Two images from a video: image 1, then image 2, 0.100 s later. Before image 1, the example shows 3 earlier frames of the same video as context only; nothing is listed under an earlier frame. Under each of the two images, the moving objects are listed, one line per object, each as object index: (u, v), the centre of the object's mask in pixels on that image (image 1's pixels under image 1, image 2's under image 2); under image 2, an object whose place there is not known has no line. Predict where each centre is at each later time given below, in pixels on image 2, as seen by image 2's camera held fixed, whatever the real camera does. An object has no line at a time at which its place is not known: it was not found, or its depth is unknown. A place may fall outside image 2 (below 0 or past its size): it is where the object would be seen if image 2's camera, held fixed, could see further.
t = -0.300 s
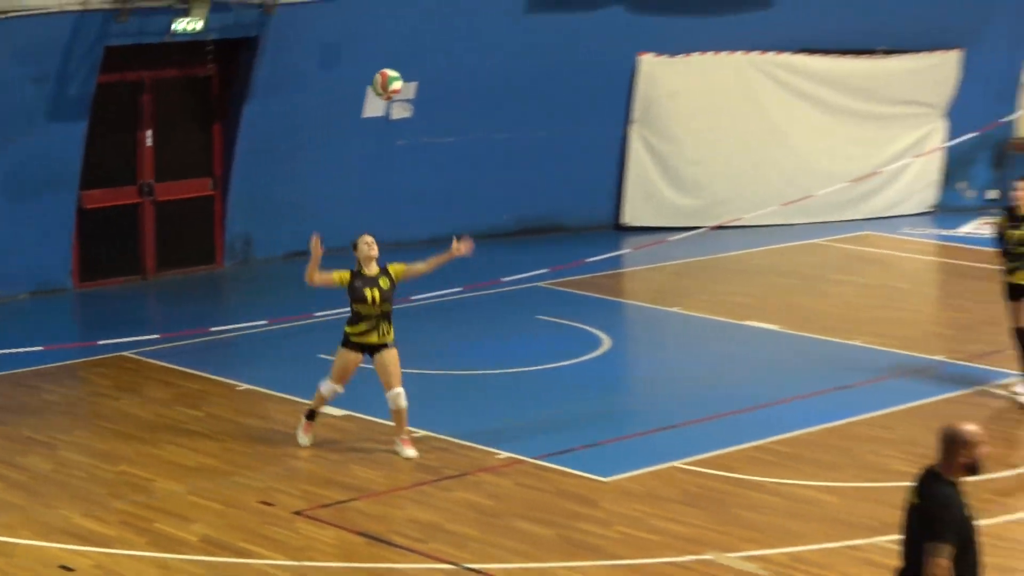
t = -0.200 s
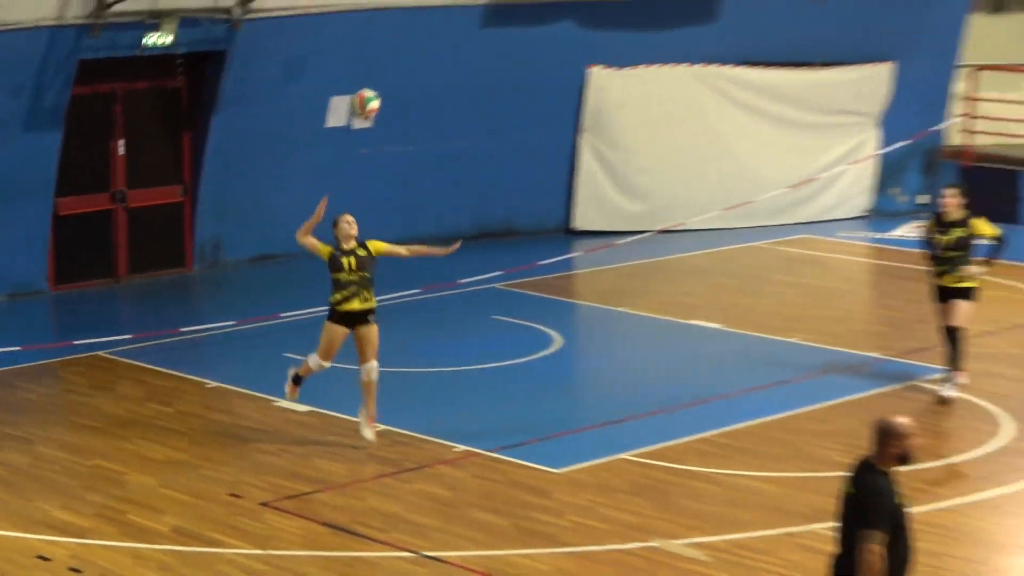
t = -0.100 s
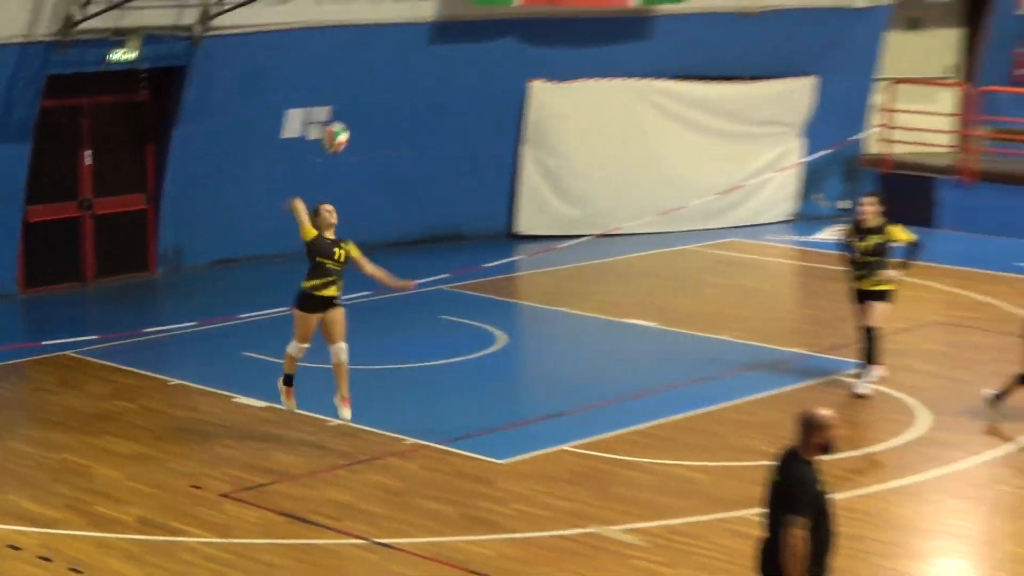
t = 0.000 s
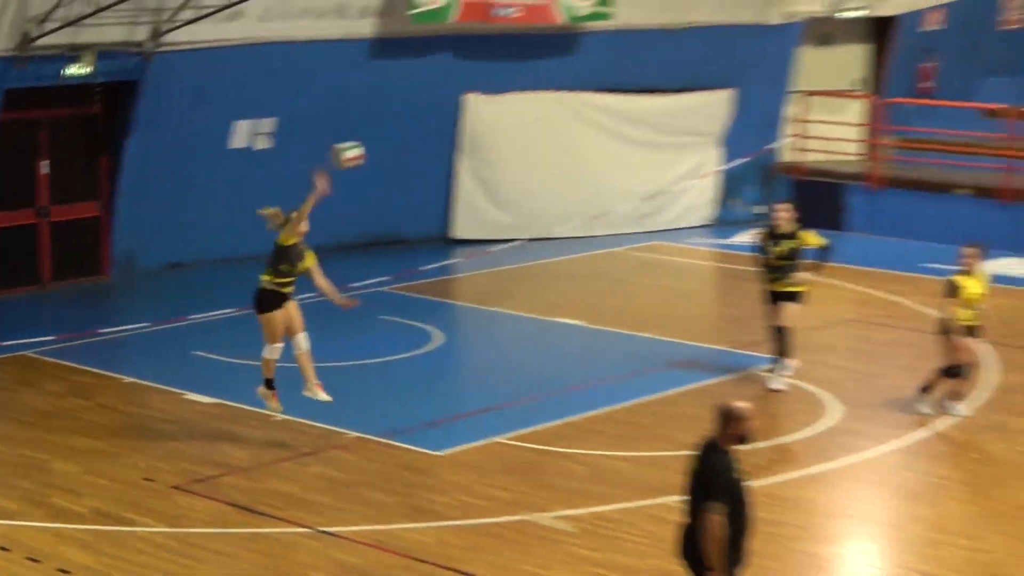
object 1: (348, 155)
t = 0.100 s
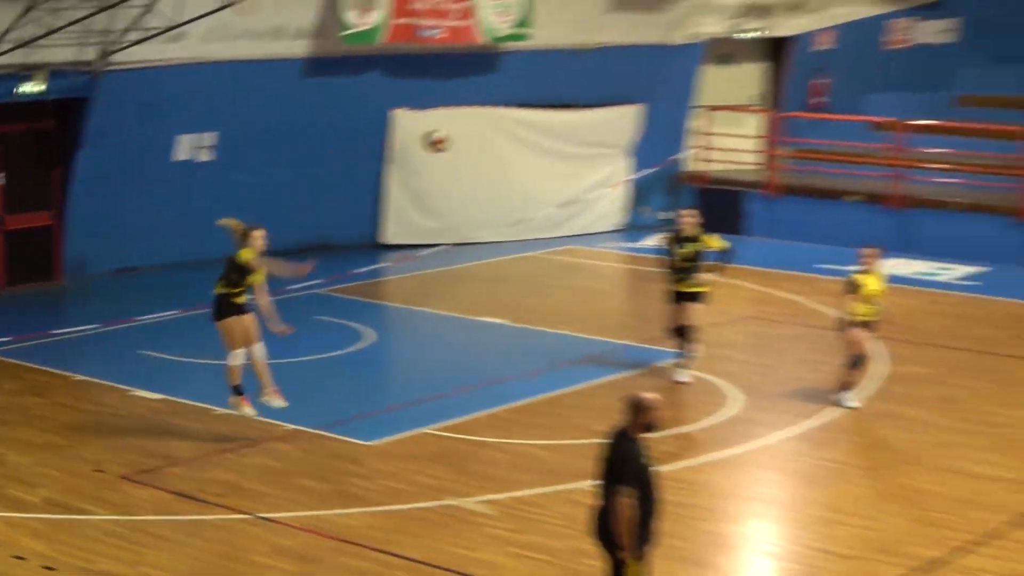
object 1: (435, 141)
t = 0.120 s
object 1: (467, 136)
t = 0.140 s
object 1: (497, 133)
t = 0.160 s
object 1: (530, 127)
